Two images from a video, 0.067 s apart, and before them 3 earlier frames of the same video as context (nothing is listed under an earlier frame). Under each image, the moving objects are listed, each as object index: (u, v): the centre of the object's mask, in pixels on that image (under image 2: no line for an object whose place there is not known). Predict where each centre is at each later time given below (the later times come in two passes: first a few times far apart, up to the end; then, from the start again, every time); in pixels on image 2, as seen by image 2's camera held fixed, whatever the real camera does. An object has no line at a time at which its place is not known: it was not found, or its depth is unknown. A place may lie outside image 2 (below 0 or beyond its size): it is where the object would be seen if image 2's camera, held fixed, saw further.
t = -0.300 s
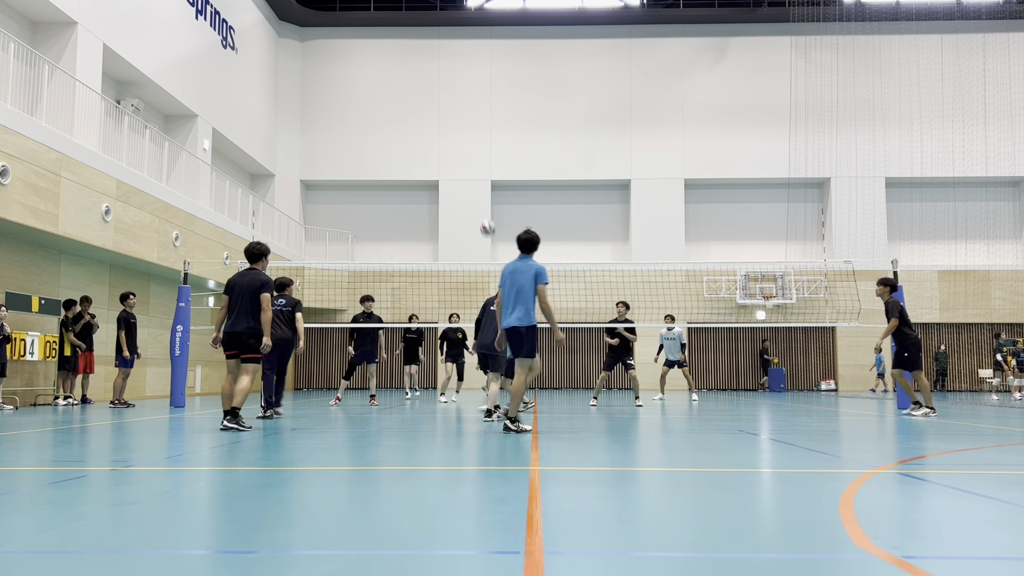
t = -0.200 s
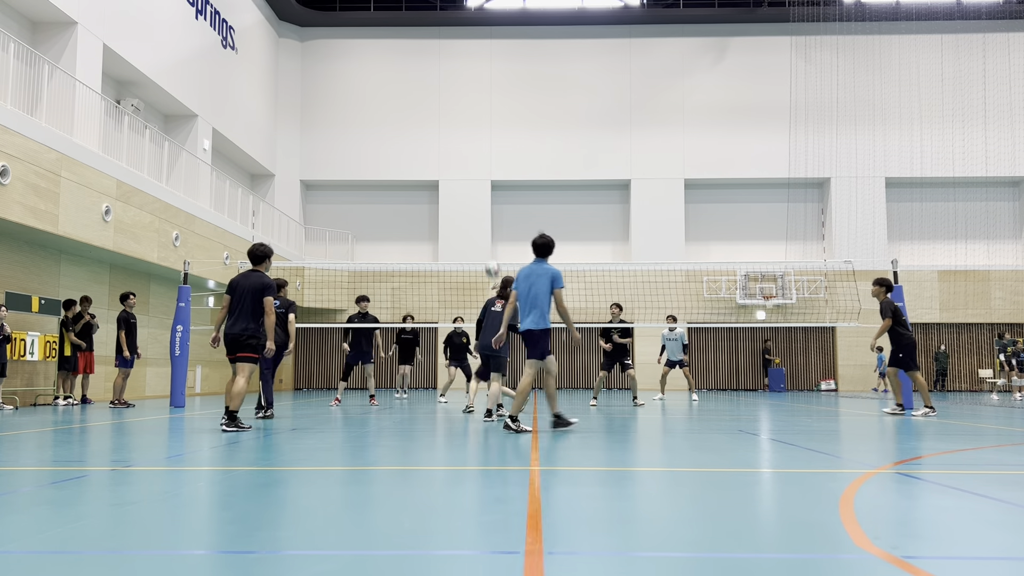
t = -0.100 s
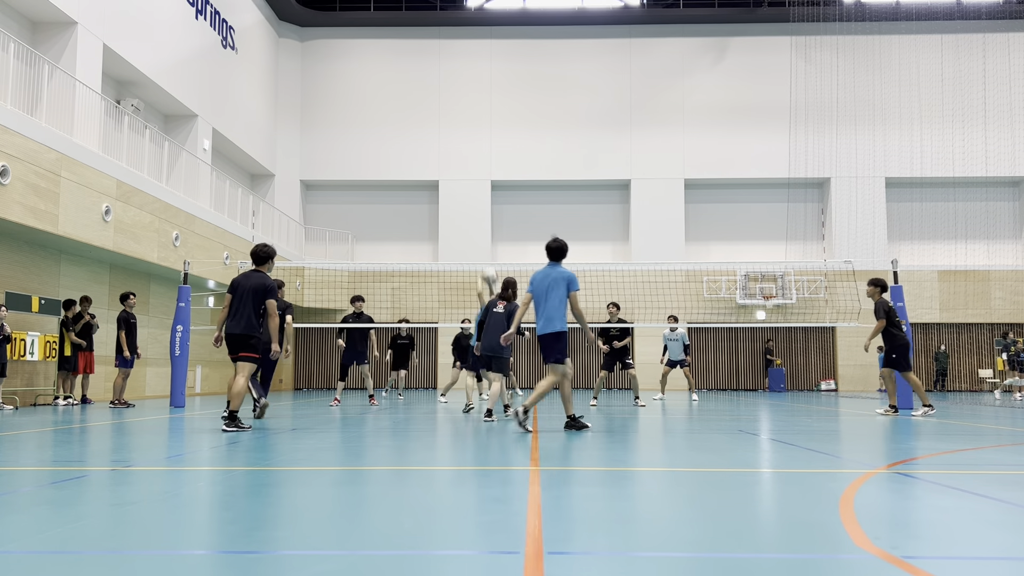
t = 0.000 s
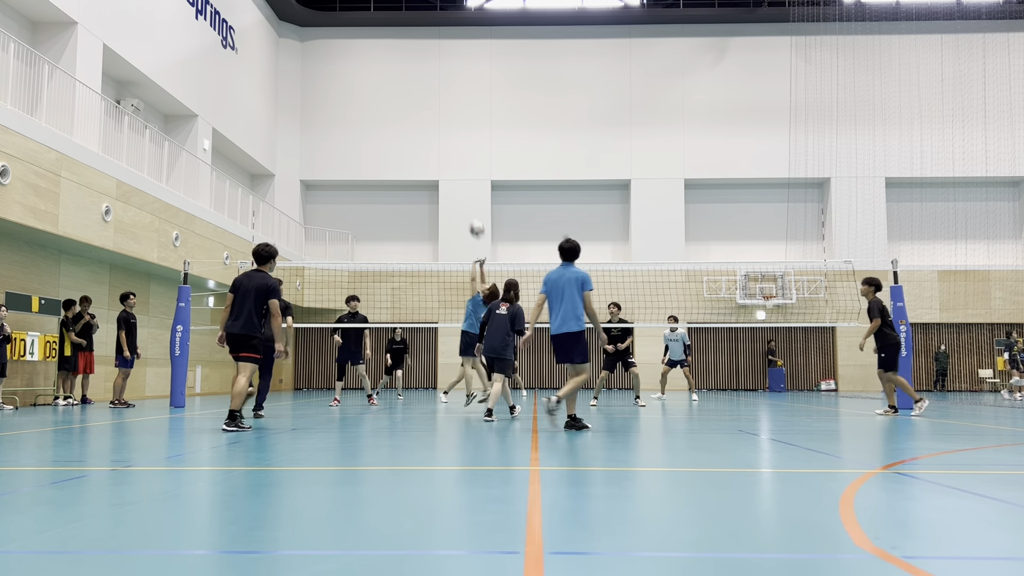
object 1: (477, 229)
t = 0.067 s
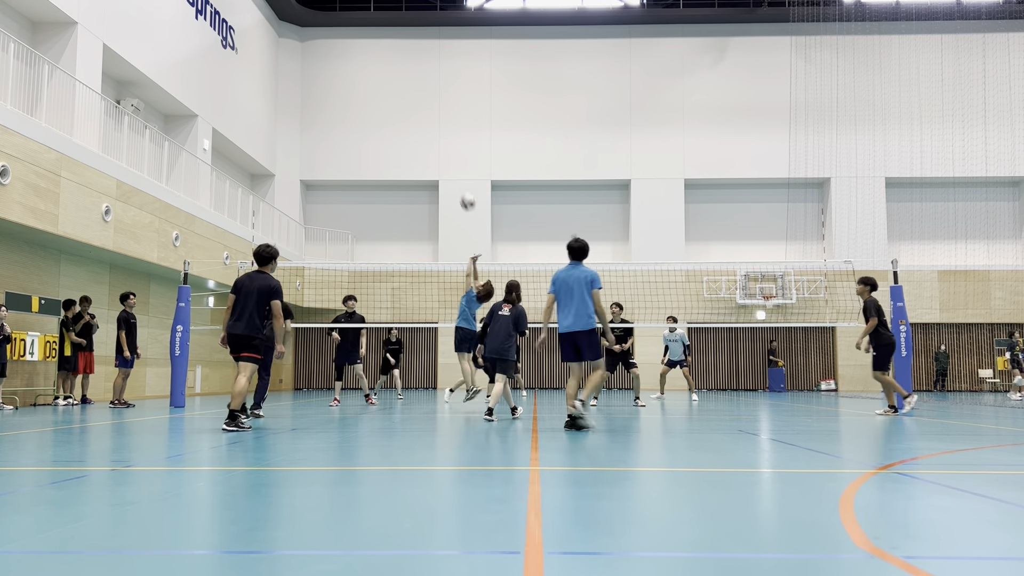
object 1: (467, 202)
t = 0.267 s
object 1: (440, 142)
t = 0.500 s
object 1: (410, 111)
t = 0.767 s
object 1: (378, 120)
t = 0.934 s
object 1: (359, 149)
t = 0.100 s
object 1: (463, 190)
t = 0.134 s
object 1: (458, 179)
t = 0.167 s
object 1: (453, 169)
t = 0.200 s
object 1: (449, 159)
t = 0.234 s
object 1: (445, 151)
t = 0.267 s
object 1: (440, 142)
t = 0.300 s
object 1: (435, 135)
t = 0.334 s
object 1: (431, 129)
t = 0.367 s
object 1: (427, 124)
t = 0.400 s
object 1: (423, 120)
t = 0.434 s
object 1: (419, 116)
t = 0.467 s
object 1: (415, 113)
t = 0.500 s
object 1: (410, 111)
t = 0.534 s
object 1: (406, 110)
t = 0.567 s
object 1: (402, 109)
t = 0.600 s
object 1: (398, 109)
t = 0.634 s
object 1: (394, 110)
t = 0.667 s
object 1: (390, 112)
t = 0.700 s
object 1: (386, 114)
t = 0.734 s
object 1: (382, 117)
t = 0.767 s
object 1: (378, 120)
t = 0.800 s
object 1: (374, 125)
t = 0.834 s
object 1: (371, 130)
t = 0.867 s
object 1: (367, 136)
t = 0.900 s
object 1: (363, 142)
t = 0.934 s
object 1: (359, 149)
